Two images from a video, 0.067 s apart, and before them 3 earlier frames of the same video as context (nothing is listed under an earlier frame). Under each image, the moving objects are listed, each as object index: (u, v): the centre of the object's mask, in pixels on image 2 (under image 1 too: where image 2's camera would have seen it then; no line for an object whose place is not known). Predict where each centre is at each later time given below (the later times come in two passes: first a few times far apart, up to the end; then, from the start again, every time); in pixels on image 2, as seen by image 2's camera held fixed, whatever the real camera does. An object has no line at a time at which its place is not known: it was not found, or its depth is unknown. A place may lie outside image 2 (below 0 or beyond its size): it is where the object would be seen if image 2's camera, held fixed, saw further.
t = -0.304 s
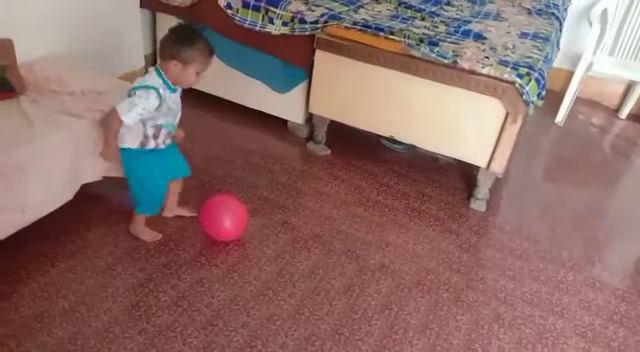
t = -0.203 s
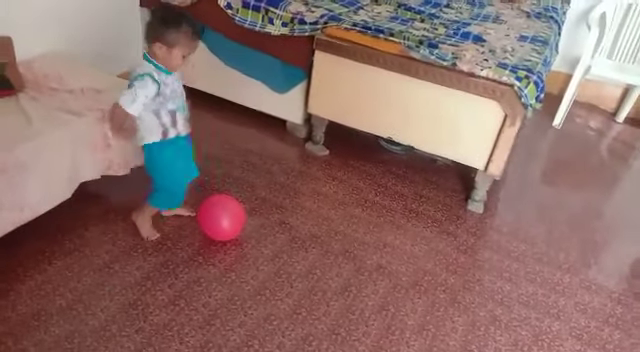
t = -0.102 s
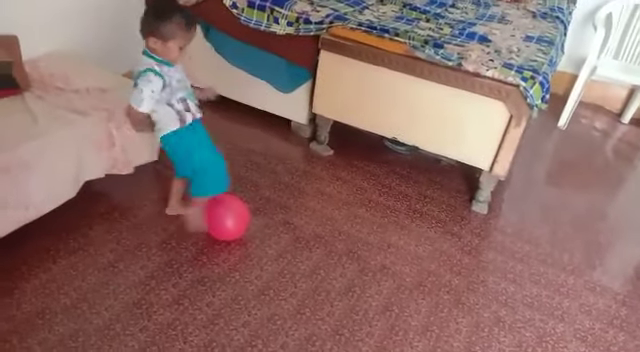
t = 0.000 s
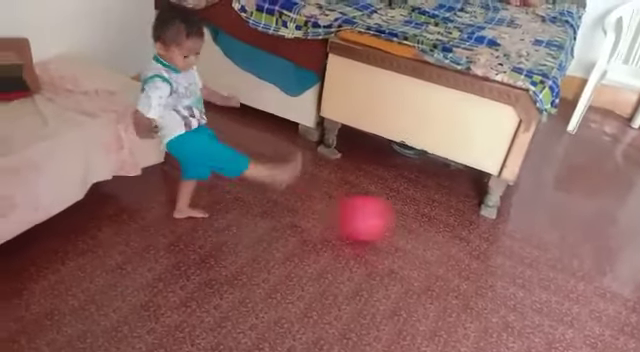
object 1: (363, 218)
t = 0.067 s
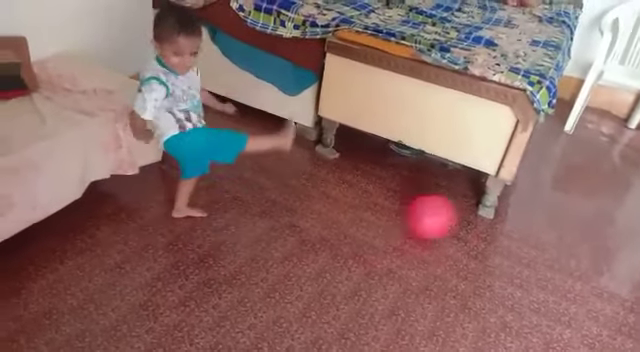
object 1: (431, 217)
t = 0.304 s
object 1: (570, 219)
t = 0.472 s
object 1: (631, 216)
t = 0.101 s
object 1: (457, 215)
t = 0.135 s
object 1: (481, 214)
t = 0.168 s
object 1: (502, 214)
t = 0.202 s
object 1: (520, 214)
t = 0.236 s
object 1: (540, 215)
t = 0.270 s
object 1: (555, 218)
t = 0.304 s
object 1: (570, 219)
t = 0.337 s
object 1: (584, 218)
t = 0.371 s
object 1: (596, 218)
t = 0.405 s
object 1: (608, 219)
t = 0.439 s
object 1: (619, 217)
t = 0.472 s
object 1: (631, 216)
